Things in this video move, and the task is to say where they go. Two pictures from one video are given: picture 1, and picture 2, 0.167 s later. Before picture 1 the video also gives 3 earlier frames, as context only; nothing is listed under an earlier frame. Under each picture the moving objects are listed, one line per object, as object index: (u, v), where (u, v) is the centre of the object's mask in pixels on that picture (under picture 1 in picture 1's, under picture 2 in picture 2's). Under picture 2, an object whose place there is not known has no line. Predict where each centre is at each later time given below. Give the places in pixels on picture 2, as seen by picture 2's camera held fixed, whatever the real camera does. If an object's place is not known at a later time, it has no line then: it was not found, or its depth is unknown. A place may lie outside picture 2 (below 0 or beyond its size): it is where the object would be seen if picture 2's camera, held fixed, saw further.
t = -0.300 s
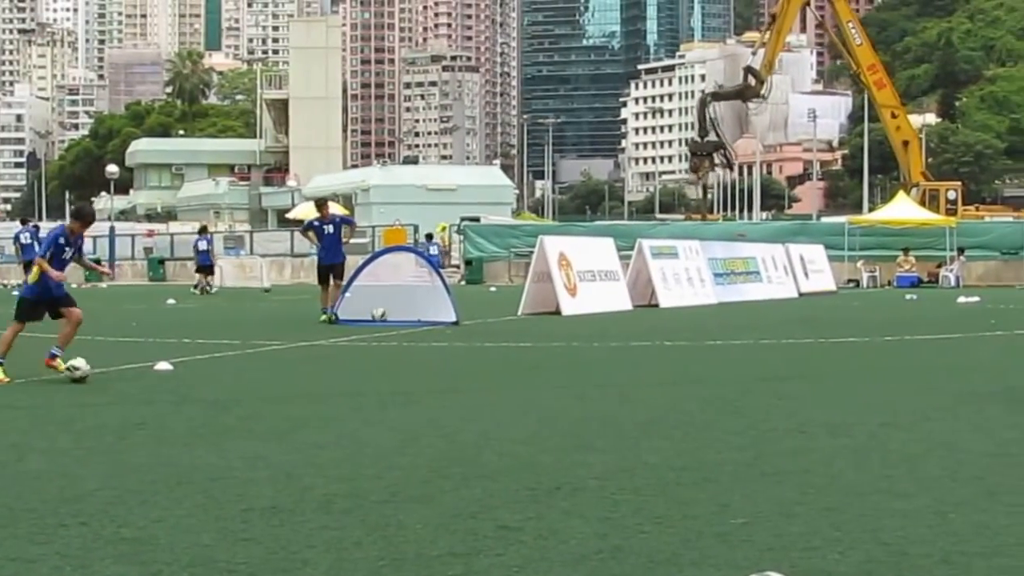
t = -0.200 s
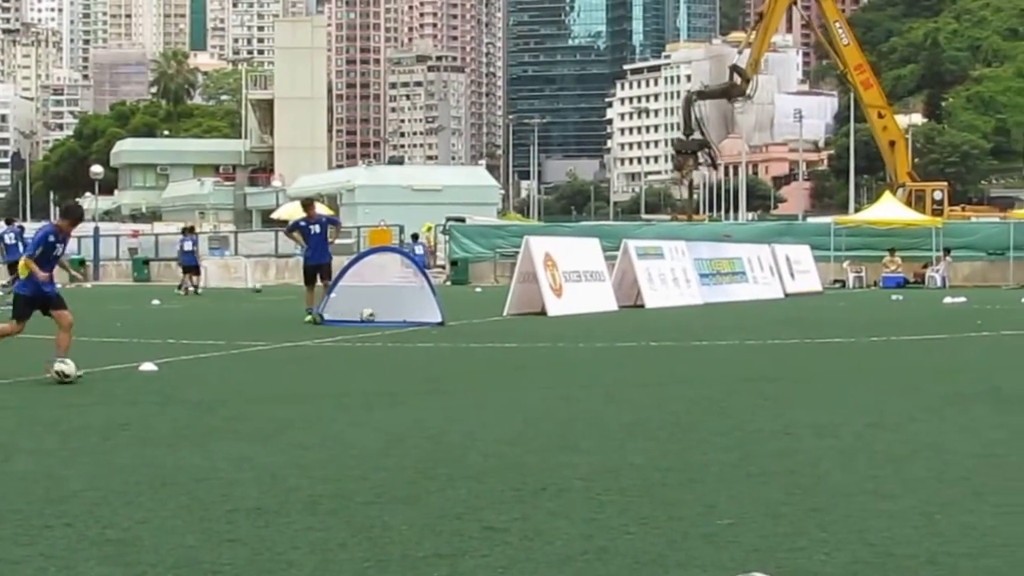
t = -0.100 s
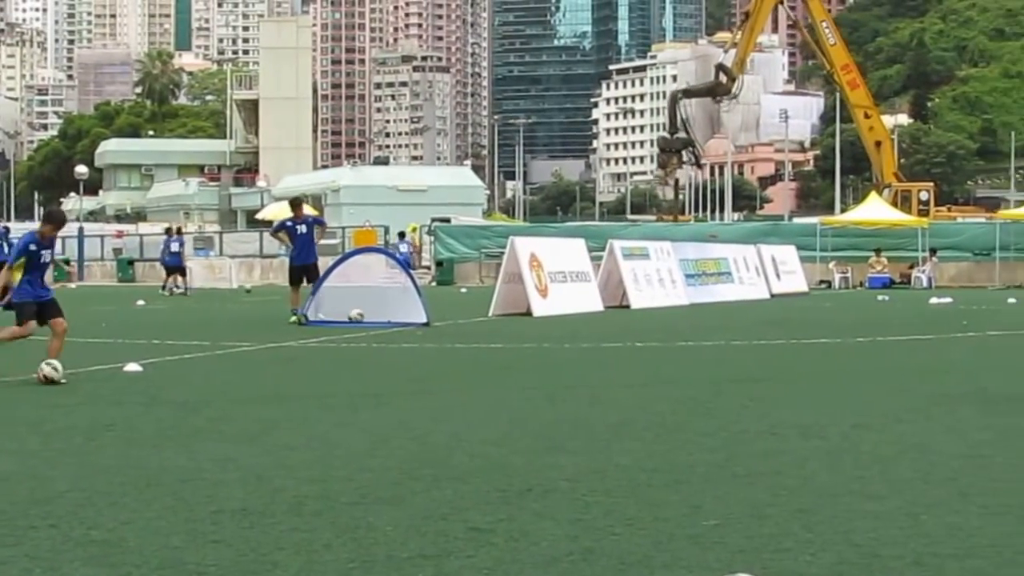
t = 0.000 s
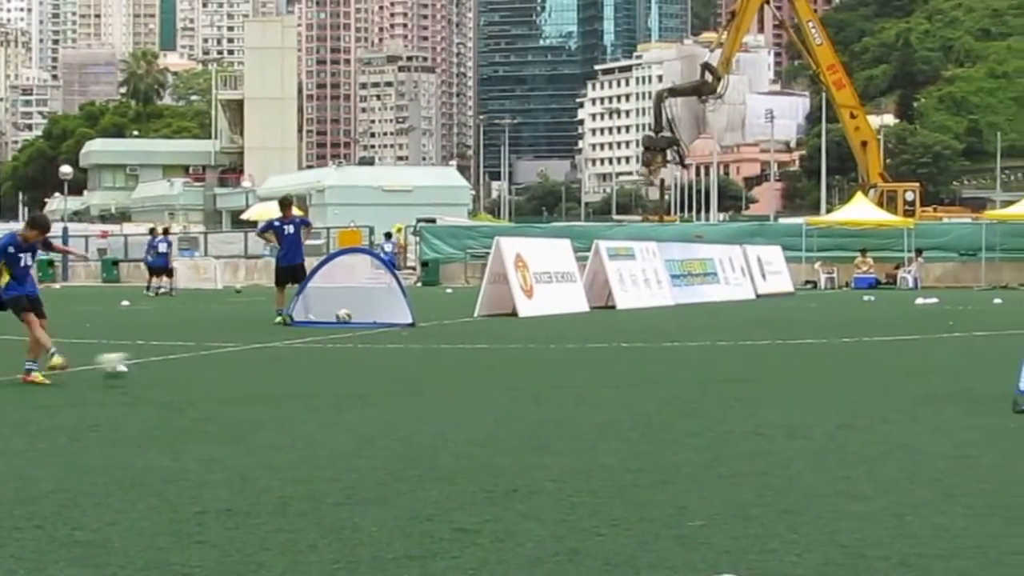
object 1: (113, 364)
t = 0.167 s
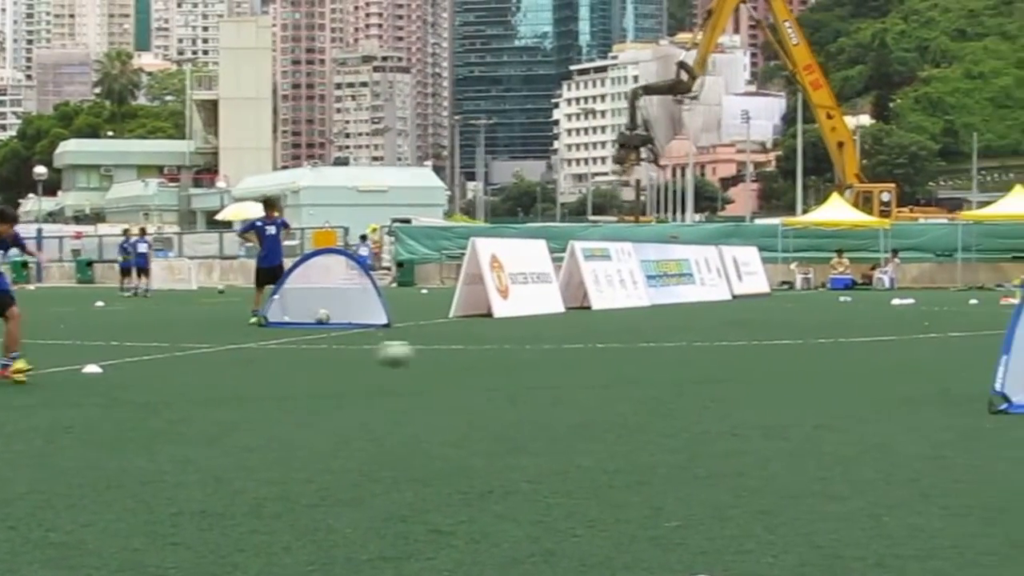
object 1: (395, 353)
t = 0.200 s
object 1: (457, 353)
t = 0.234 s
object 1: (521, 355)
